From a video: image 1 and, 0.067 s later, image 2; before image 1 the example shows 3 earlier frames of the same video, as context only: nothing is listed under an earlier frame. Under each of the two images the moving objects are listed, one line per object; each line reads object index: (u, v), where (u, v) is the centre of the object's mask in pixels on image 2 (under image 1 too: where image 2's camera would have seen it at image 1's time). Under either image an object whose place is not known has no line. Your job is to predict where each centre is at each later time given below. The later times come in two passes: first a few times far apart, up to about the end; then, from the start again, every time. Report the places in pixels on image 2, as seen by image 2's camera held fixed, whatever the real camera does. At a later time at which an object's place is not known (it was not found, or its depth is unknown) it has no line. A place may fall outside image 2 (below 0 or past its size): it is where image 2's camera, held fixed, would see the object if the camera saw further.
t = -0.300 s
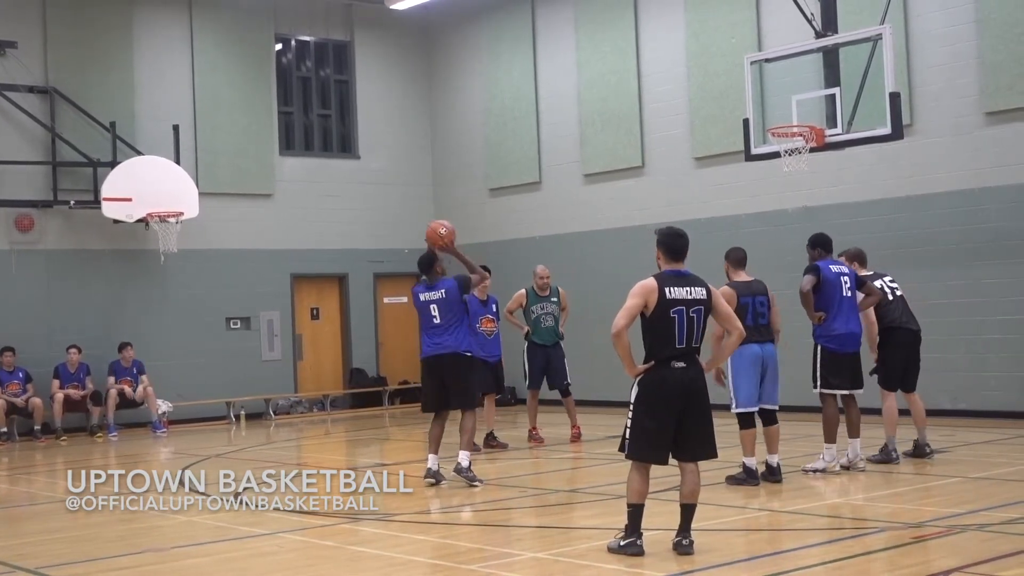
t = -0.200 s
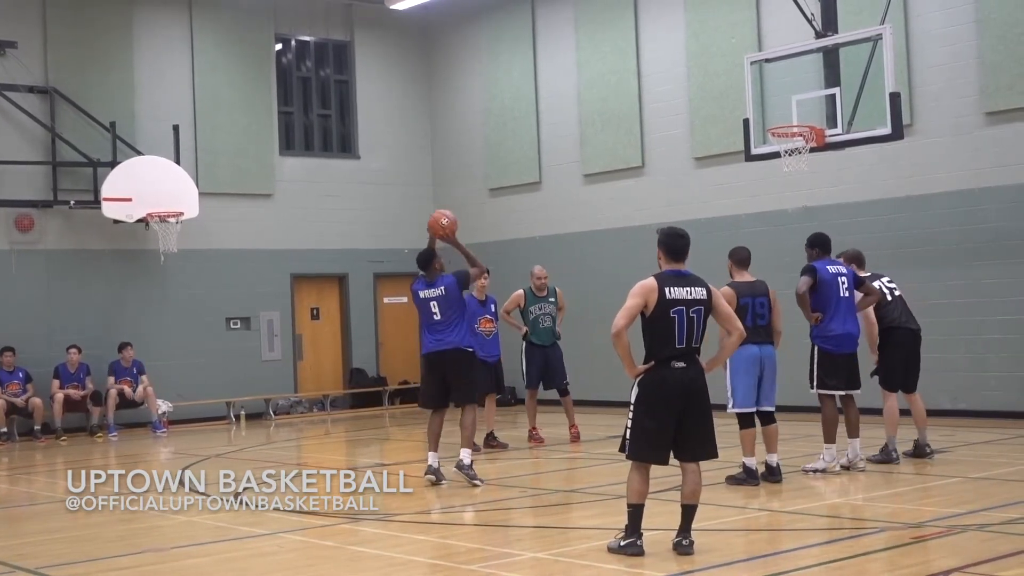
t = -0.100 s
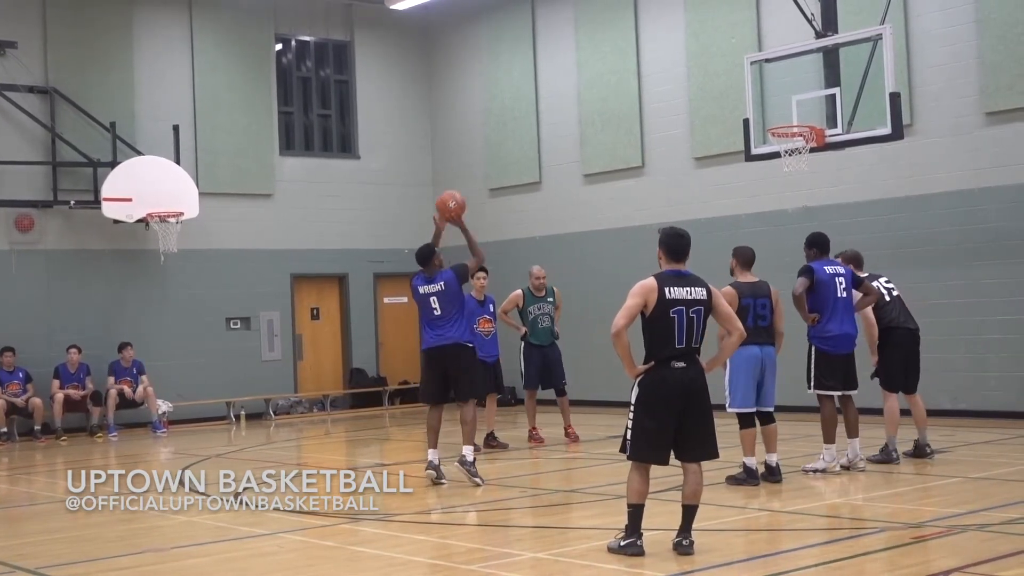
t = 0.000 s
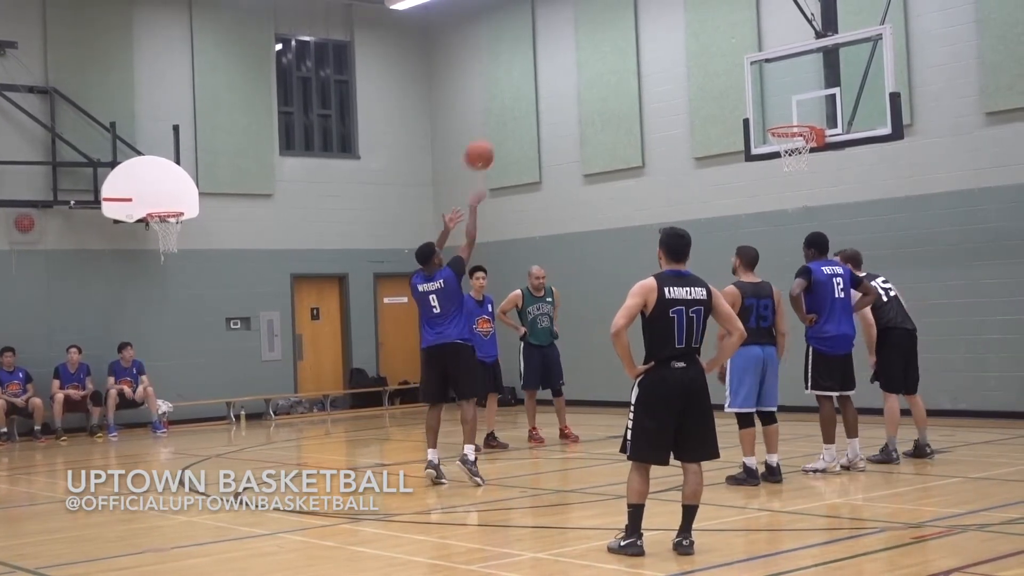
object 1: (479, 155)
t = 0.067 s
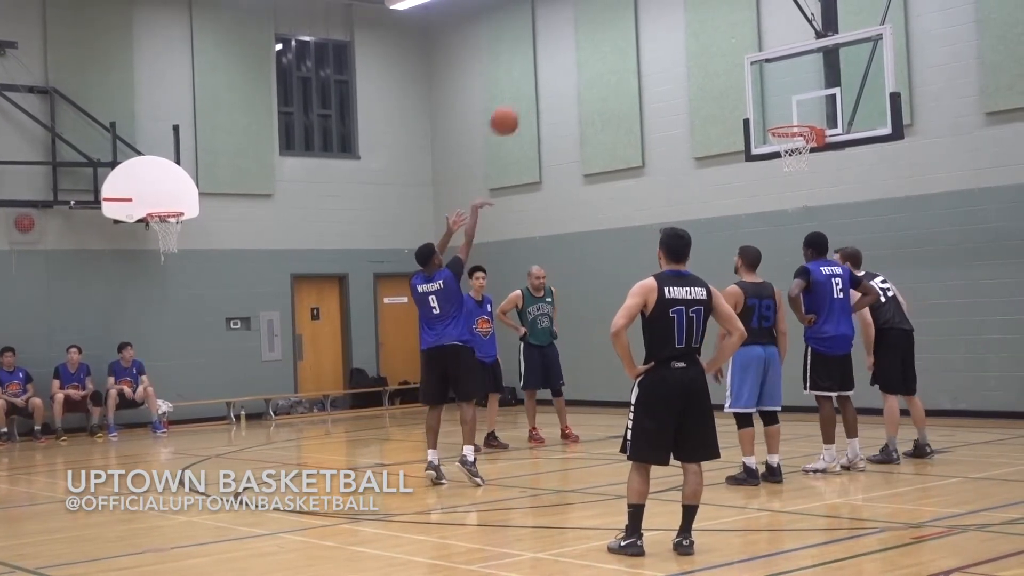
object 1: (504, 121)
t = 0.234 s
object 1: (564, 62)
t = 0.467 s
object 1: (641, 36)
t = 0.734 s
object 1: (722, 76)
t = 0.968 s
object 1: (729, 118)
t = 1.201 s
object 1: (638, 138)
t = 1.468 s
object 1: (538, 227)
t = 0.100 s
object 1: (516, 107)
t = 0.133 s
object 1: (528, 93)
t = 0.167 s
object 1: (540, 81)
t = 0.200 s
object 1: (552, 71)
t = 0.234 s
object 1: (564, 62)
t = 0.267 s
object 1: (575, 54)
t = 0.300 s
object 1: (586, 48)
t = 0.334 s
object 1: (598, 43)
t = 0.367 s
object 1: (608, 40)
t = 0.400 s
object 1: (619, 37)
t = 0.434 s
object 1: (630, 36)
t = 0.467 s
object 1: (641, 36)
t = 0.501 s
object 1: (652, 37)
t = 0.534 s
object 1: (662, 40)
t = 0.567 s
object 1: (672, 43)
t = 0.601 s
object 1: (683, 47)
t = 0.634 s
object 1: (693, 53)
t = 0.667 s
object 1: (703, 59)
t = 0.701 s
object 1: (712, 67)
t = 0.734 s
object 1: (722, 76)
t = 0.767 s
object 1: (732, 86)
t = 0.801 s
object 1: (741, 96)
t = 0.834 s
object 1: (750, 107)
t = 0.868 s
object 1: (760, 120)
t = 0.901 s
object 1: (755, 123)
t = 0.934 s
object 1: (742, 120)
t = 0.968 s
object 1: (729, 118)
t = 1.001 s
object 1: (716, 118)
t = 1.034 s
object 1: (703, 118)
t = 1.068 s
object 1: (690, 120)
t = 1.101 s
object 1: (677, 123)
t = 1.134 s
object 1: (664, 127)
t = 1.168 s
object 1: (651, 131)
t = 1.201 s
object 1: (638, 138)
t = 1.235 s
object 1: (626, 145)
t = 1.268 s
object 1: (613, 153)
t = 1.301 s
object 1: (601, 162)
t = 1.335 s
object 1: (588, 173)
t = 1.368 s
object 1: (575, 185)
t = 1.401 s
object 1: (563, 198)
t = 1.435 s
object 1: (550, 213)
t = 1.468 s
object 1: (538, 227)
